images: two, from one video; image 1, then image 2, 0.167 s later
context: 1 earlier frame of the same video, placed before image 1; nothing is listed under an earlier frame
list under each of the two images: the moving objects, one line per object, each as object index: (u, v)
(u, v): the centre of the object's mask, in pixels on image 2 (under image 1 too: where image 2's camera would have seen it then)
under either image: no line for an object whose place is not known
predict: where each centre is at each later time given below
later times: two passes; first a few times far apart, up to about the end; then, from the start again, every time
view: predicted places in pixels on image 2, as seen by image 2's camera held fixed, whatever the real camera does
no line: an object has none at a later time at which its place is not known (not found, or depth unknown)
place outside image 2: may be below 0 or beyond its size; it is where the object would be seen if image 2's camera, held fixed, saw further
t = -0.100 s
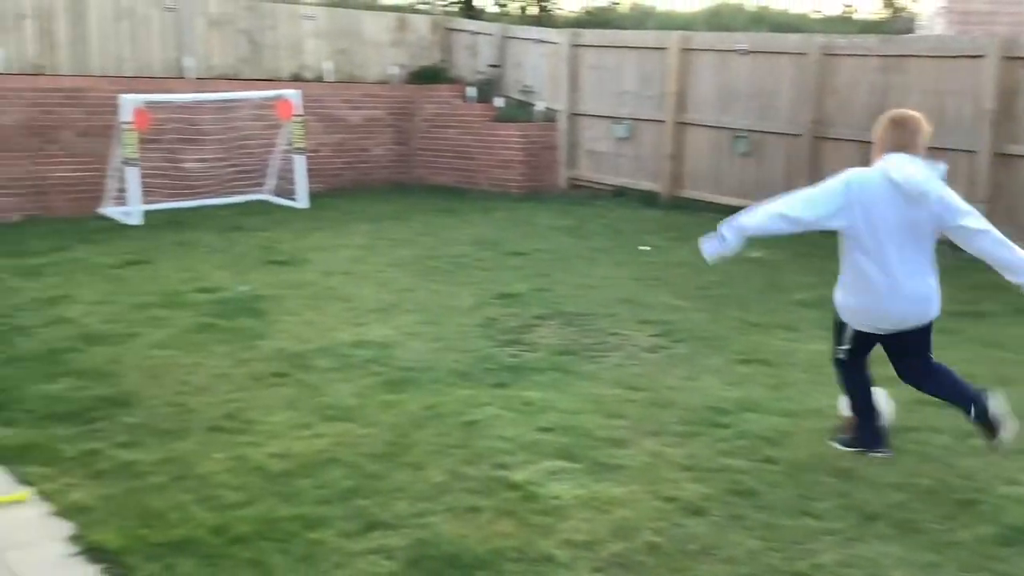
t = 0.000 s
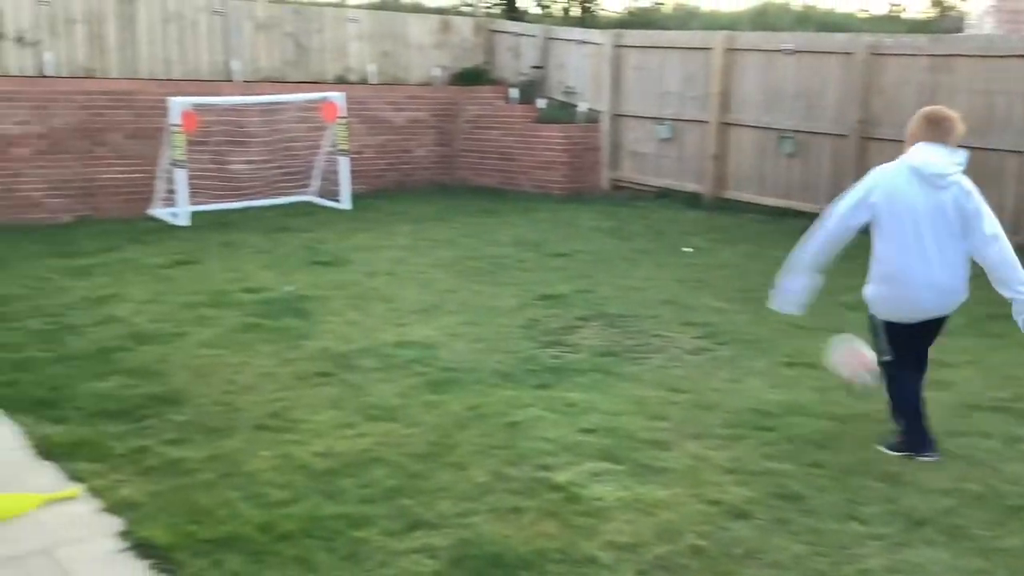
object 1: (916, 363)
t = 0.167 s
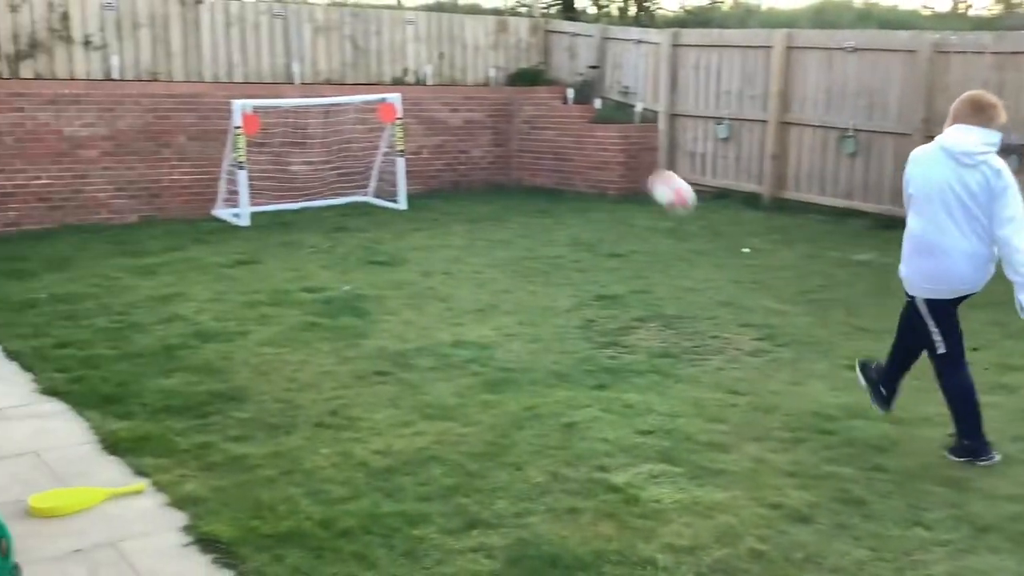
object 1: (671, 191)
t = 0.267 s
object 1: (569, 138)
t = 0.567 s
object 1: (369, 97)
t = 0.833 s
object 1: (261, 139)
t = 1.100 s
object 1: (295, 188)
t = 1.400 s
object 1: (338, 159)
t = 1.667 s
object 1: (382, 206)
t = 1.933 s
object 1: (433, 206)
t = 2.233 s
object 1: (498, 237)
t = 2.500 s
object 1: (550, 236)
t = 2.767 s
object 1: (603, 247)
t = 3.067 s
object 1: (665, 271)
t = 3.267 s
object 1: (708, 286)
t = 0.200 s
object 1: (635, 171)
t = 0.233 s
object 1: (600, 153)
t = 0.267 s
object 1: (569, 138)
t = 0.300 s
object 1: (541, 126)
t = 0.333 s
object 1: (514, 117)
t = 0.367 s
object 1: (490, 108)
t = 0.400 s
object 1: (467, 103)
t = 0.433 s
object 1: (445, 97)
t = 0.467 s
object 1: (423, 95)
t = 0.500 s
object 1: (405, 94)
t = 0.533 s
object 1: (387, 95)
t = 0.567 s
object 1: (369, 97)
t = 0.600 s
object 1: (352, 97)
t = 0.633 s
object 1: (336, 101)
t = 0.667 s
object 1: (322, 108)
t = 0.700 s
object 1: (308, 112)
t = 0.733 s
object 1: (295, 118)
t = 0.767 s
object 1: (284, 123)
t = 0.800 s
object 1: (271, 132)
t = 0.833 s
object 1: (261, 139)
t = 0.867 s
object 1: (254, 148)
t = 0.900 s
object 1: (258, 161)
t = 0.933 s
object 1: (266, 176)
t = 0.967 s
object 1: (274, 191)
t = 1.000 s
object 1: (283, 206)
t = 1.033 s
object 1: (288, 203)
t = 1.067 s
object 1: (291, 195)
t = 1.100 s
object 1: (295, 188)
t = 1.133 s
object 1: (300, 180)
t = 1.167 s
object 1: (303, 173)
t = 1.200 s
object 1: (309, 169)
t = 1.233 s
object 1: (315, 165)
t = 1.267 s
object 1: (318, 162)
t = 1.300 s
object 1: (322, 160)
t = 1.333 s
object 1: (327, 158)
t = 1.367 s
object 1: (333, 158)
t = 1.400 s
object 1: (338, 159)
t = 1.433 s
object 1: (343, 160)
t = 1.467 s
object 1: (349, 165)
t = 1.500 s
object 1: (354, 168)
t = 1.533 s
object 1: (359, 174)
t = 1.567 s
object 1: (363, 179)
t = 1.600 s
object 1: (371, 186)
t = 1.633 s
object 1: (377, 195)
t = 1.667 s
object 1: (382, 206)
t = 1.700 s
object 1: (388, 217)
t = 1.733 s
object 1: (394, 225)
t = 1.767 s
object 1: (400, 221)
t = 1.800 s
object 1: (407, 215)
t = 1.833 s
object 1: (413, 211)
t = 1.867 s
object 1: (421, 208)
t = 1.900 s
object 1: (427, 206)
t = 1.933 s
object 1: (433, 206)
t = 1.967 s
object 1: (440, 206)
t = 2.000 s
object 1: (447, 207)
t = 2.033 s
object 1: (454, 210)
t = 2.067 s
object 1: (462, 213)
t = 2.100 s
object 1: (469, 218)
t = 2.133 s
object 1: (476, 225)
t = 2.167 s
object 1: (484, 233)
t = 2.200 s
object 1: (491, 240)
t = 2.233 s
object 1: (498, 237)
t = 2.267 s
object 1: (504, 232)
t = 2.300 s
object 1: (510, 229)
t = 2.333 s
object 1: (517, 228)
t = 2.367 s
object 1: (523, 227)
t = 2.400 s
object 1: (529, 228)
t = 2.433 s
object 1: (536, 229)
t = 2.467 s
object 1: (543, 232)
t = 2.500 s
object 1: (550, 236)
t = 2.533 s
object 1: (557, 241)
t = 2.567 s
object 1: (563, 249)
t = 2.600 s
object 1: (571, 255)
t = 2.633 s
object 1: (577, 252)
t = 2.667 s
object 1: (583, 249)
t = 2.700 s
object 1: (589, 247)
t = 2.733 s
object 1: (596, 245)
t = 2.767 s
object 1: (603, 247)
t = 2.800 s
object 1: (610, 249)
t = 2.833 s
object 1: (616, 253)
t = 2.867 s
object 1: (623, 259)
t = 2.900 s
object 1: (630, 266)
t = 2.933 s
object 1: (636, 270)
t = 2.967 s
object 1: (643, 269)
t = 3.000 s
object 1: (650, 268)
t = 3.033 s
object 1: (658, 268)
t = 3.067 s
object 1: (665, 271)
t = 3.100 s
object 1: (673, 276)
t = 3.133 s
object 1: (679, 279)
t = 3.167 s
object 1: (686, 281)
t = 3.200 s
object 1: (693, 281)
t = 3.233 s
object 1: (701, 282)
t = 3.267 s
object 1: (708, 286)
